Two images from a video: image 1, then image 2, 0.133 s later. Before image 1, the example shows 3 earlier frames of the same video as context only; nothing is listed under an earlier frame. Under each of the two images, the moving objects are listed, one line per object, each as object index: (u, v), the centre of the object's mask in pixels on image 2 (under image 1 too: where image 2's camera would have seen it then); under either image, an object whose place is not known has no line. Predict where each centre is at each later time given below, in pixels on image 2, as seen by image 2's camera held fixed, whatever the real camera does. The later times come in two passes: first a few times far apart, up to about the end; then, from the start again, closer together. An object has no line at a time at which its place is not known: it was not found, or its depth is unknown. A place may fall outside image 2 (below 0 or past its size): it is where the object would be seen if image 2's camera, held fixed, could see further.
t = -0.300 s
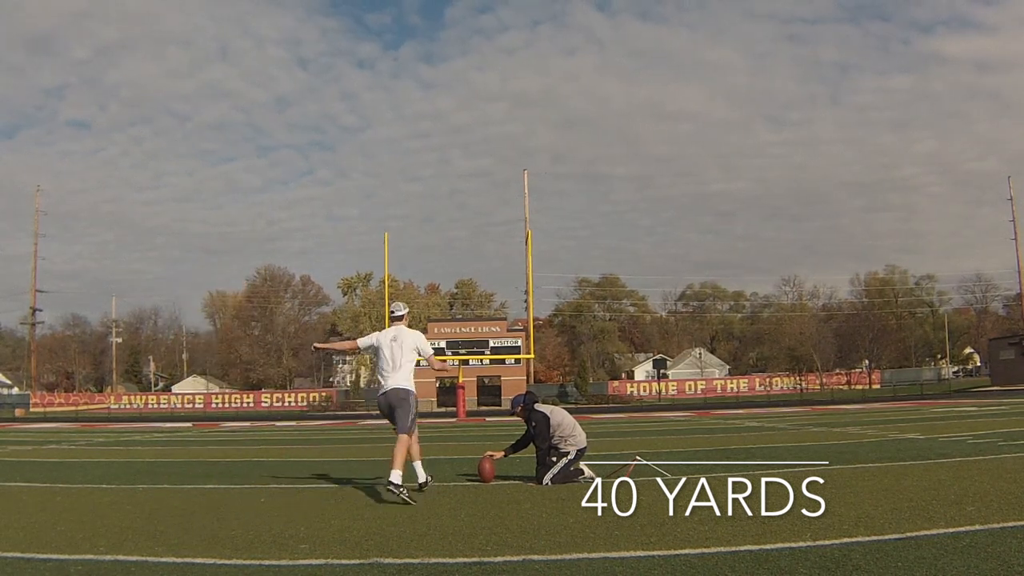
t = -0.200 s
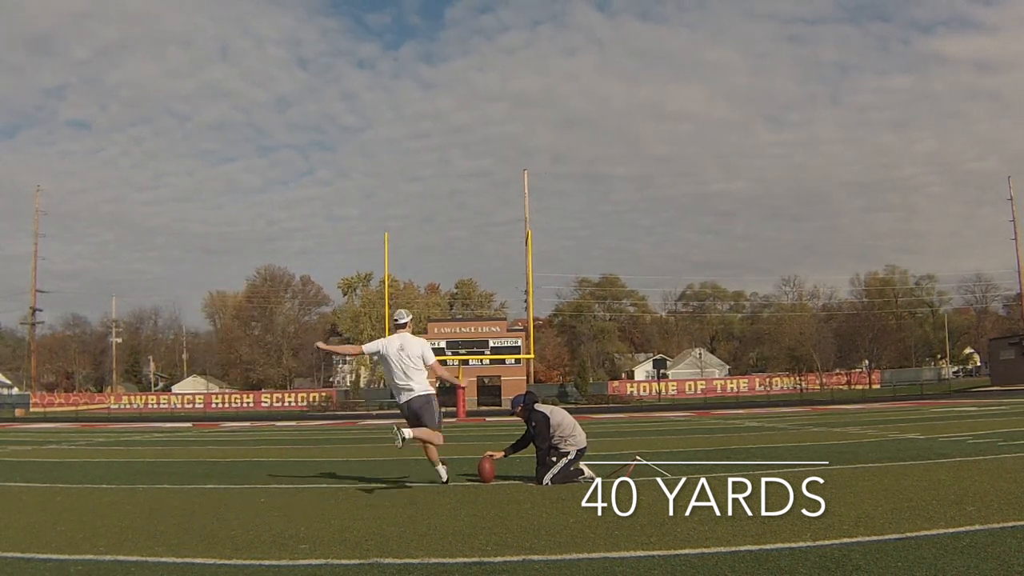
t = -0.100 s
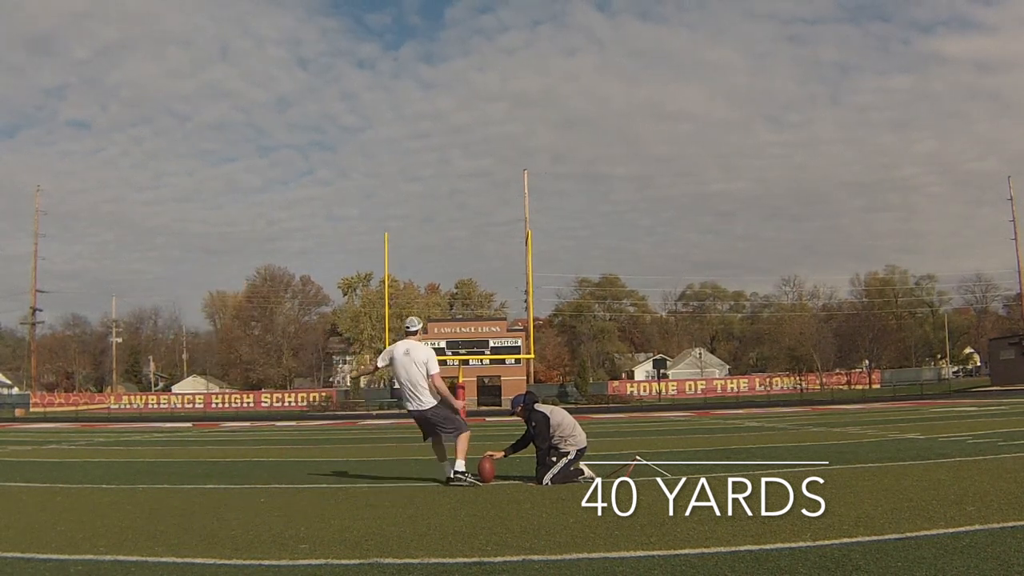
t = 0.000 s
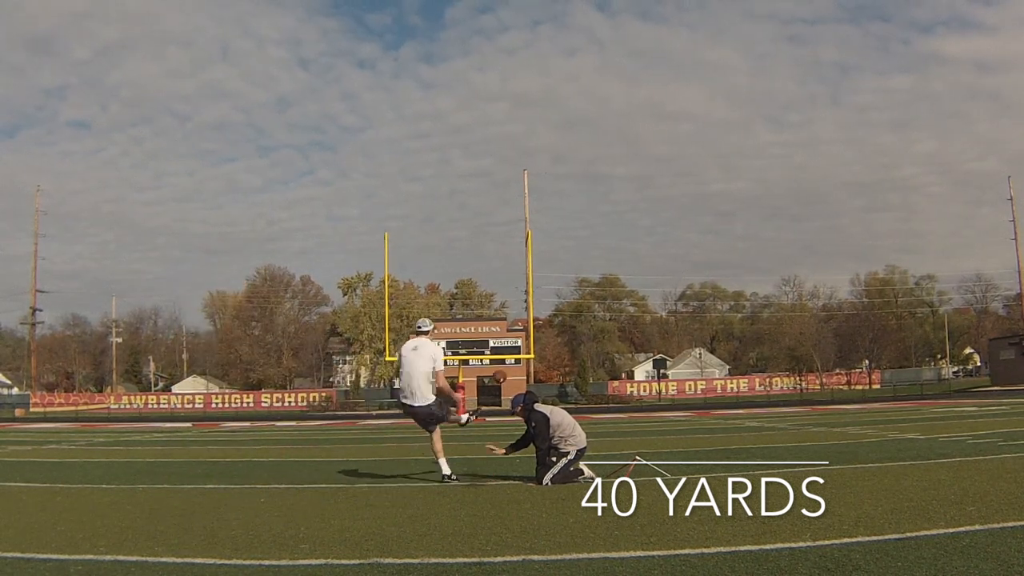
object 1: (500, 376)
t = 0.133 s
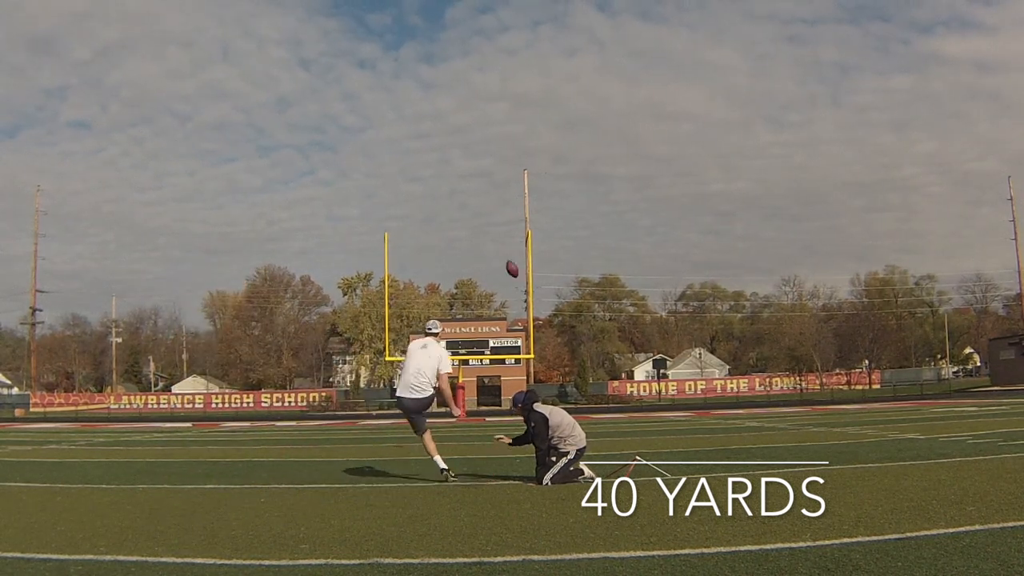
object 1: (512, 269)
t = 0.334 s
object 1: (522, 183)
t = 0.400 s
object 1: (523, 166)
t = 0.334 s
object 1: (522, 183)
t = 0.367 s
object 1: (523, 174)
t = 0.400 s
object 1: (523, 166)
